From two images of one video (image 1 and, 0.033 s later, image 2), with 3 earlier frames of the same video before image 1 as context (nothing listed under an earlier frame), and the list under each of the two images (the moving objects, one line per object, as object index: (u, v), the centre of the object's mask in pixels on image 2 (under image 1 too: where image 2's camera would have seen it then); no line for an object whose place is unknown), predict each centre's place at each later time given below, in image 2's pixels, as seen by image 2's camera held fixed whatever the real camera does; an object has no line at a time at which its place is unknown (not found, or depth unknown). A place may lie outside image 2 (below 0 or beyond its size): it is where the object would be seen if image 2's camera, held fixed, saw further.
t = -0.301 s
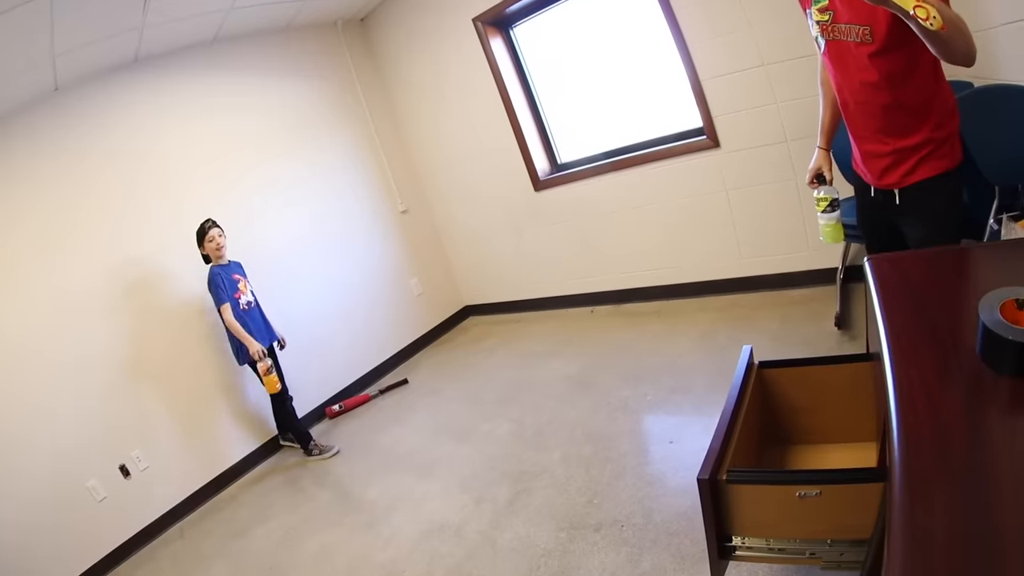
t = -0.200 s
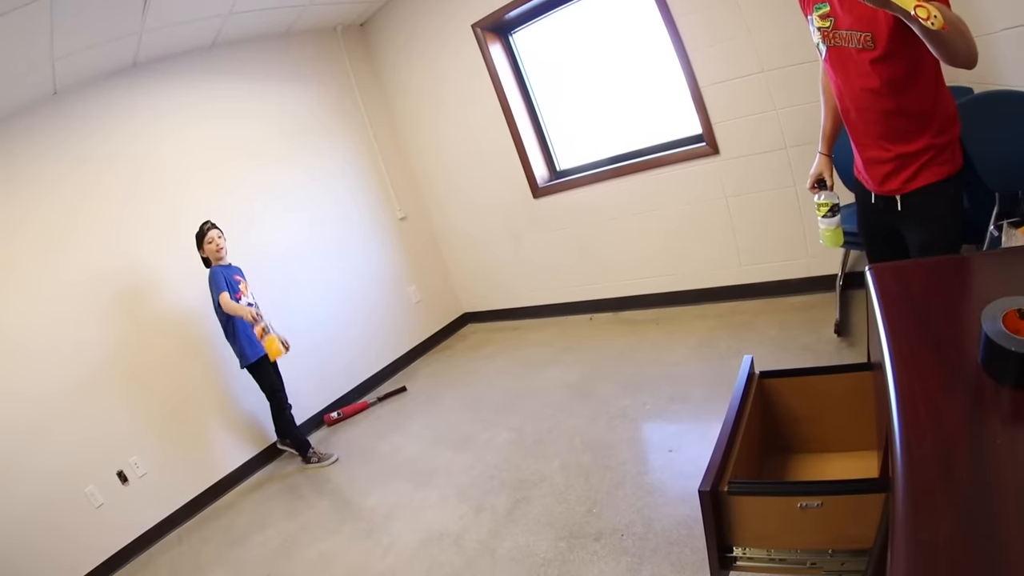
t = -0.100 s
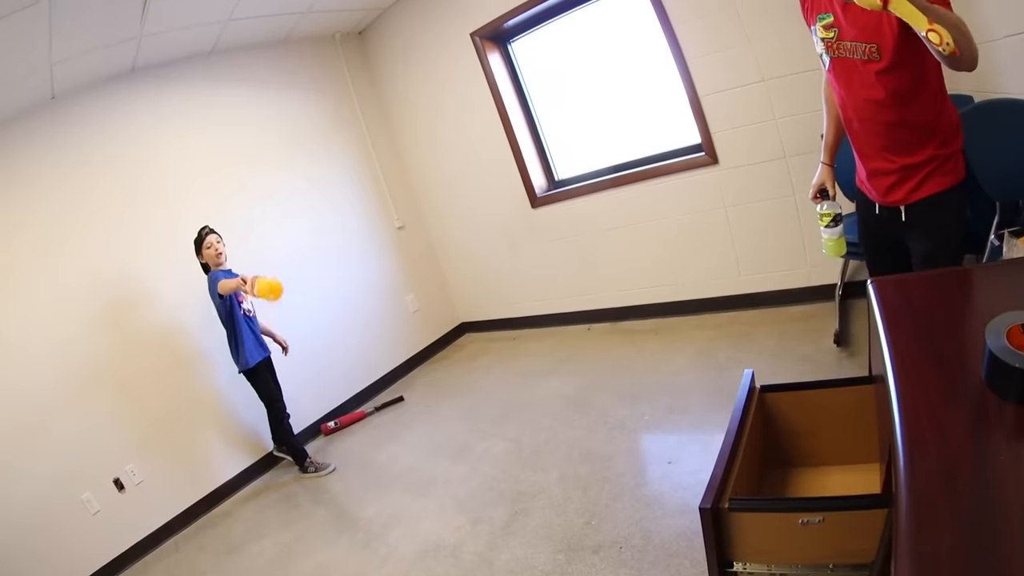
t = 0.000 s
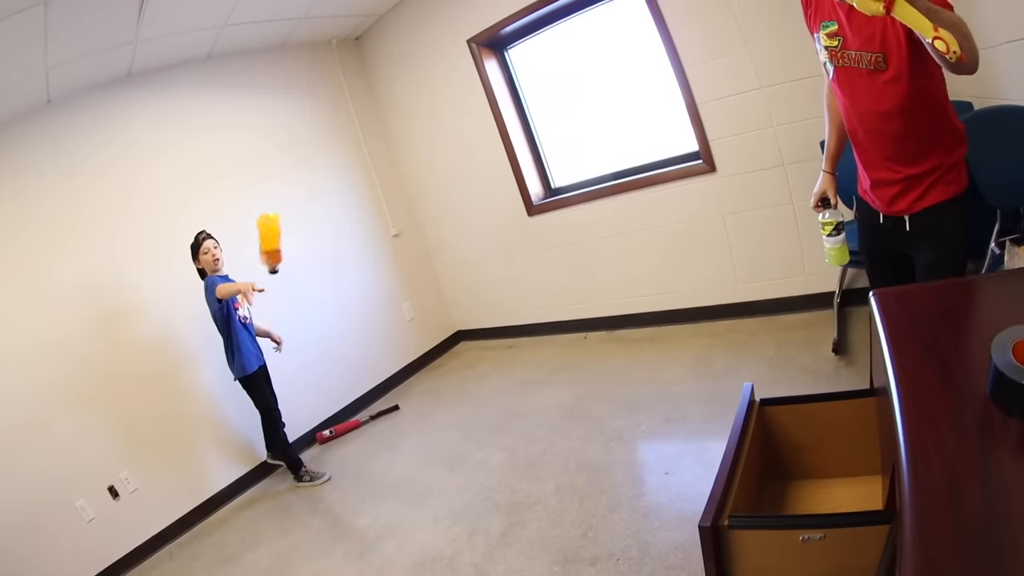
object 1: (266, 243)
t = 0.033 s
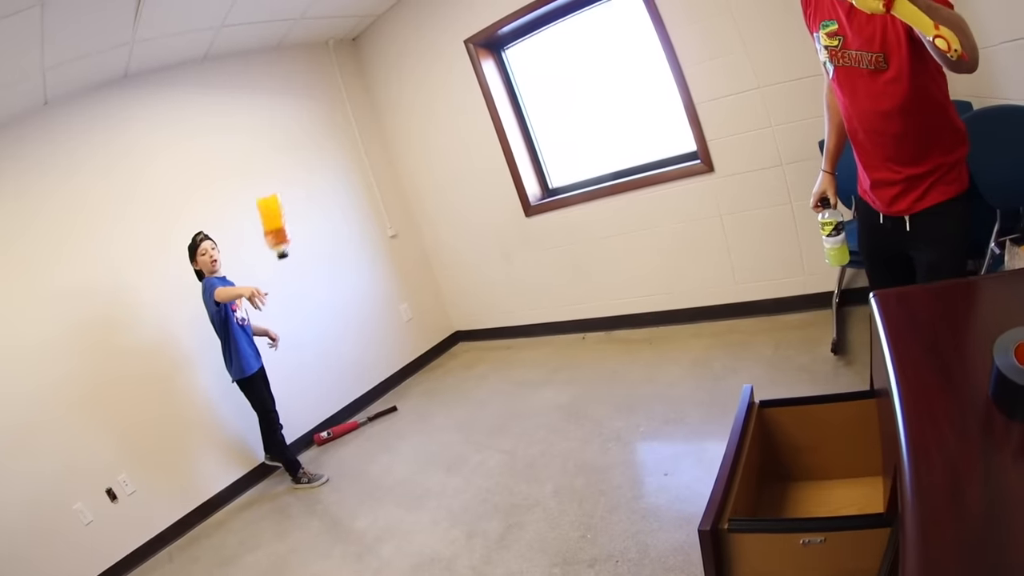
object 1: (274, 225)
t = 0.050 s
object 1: (278, 215)
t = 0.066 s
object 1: (283, 206)
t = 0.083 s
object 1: (288, 197)
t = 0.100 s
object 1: (294, 189)
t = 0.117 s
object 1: (300, 182)
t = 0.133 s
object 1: (307, 175)
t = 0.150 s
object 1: (314, 169)
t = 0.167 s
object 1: (321, 163)
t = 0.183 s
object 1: (330, 158)
